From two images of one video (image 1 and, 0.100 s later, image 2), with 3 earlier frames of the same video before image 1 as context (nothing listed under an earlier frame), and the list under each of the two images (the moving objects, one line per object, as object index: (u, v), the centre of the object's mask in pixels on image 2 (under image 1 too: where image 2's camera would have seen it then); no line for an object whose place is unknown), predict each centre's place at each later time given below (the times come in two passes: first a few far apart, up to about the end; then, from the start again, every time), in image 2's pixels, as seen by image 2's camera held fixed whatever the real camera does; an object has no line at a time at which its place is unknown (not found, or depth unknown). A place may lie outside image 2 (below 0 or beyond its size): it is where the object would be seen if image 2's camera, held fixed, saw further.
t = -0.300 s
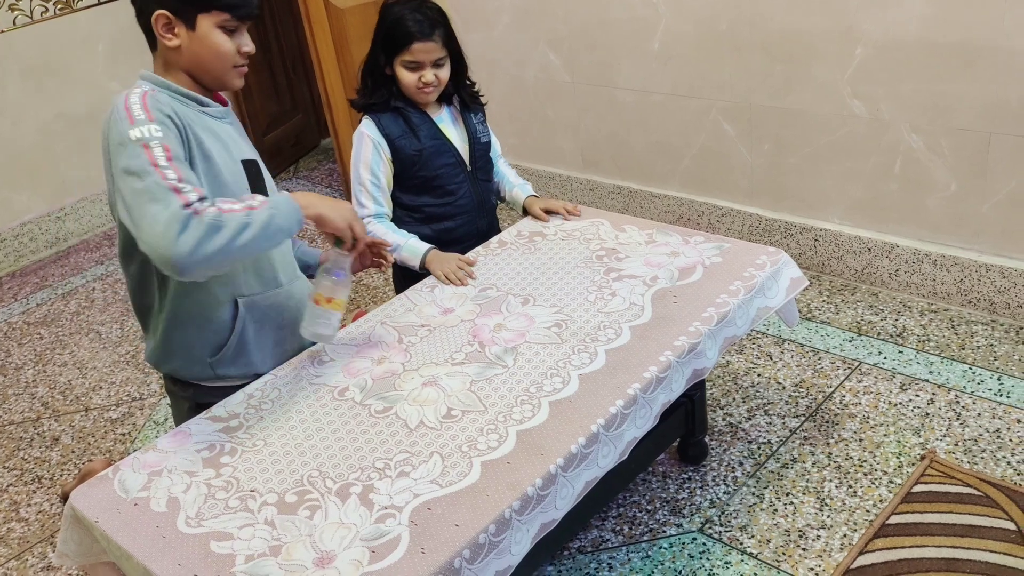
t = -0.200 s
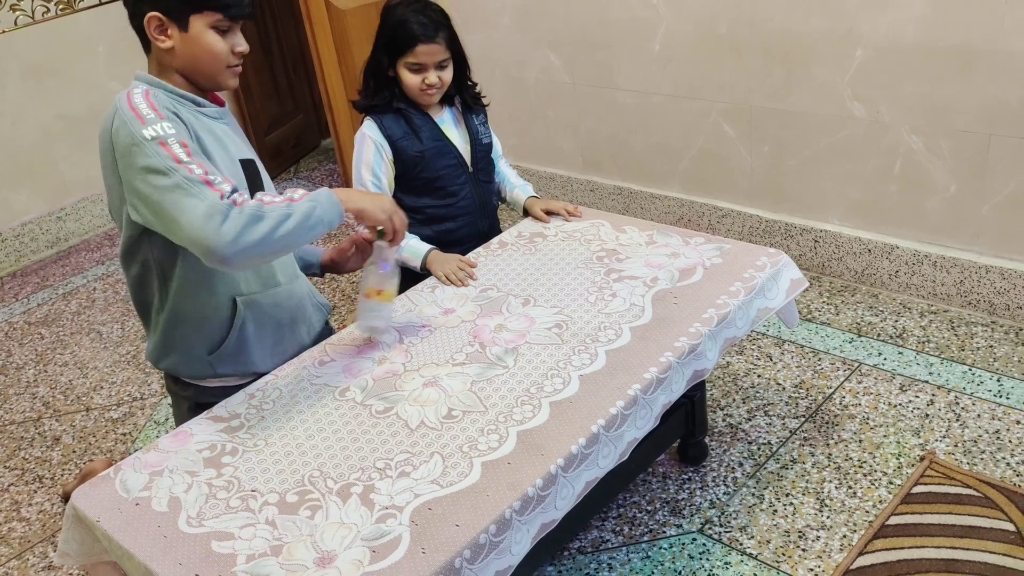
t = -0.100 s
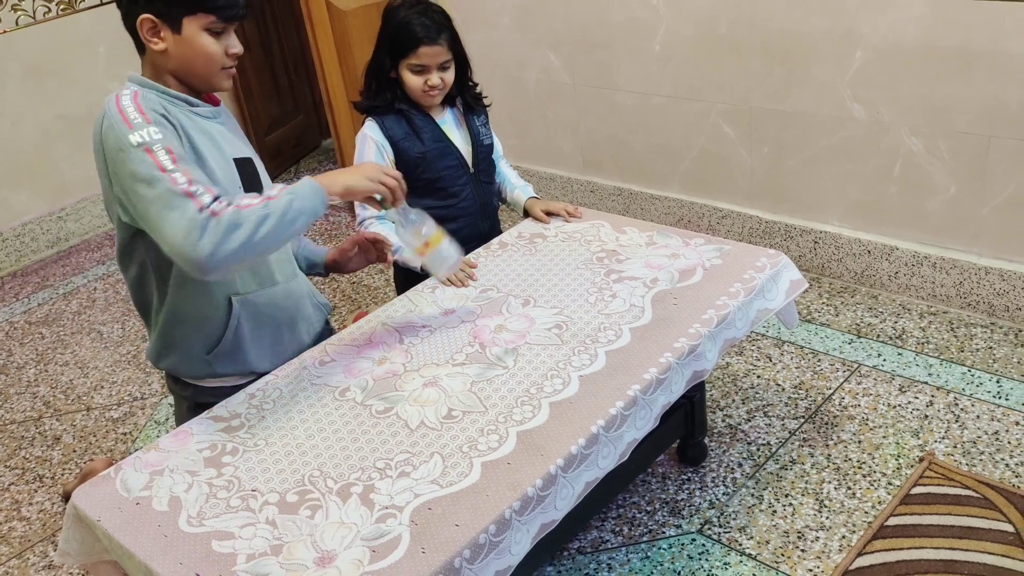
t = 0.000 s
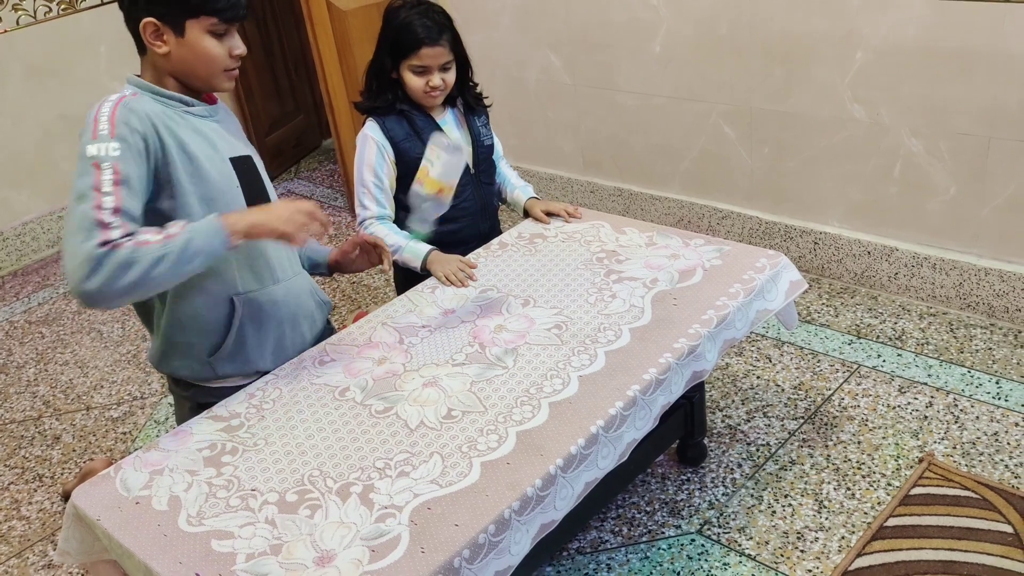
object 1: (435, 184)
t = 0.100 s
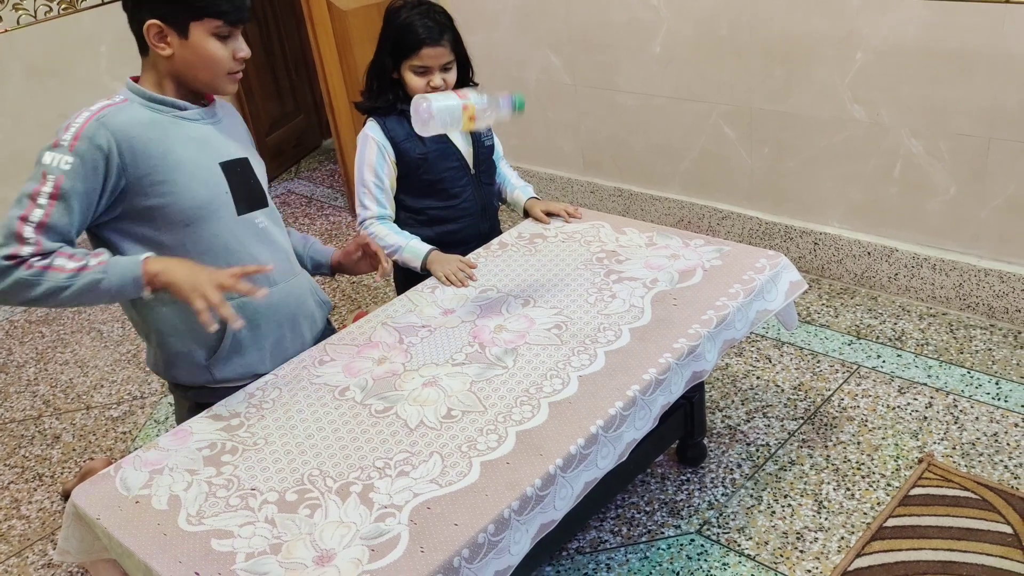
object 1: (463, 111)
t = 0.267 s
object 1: (480, 135)
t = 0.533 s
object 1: (512, 299)
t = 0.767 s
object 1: (508, 302)
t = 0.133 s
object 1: (463, 99)
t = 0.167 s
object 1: (465, 98)
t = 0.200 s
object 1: (469, 104)
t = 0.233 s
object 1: (474, 117)
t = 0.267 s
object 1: (480, 135)
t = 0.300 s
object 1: (488, 159)
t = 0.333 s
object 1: (497, 189)
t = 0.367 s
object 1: (504, 223)
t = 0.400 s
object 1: (517, 263)
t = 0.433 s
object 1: (526, 305)
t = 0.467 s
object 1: (524, 300)
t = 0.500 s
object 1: (517, 298)
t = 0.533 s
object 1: (512, 299)
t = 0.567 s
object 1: (509, 301)
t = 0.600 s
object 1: (508, 303)
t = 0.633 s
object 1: (510, 303)
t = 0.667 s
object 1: (510, 303)
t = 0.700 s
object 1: (509, 302)
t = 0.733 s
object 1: (508, 302)
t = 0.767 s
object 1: (508, 302)
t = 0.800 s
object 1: (508, 302)
